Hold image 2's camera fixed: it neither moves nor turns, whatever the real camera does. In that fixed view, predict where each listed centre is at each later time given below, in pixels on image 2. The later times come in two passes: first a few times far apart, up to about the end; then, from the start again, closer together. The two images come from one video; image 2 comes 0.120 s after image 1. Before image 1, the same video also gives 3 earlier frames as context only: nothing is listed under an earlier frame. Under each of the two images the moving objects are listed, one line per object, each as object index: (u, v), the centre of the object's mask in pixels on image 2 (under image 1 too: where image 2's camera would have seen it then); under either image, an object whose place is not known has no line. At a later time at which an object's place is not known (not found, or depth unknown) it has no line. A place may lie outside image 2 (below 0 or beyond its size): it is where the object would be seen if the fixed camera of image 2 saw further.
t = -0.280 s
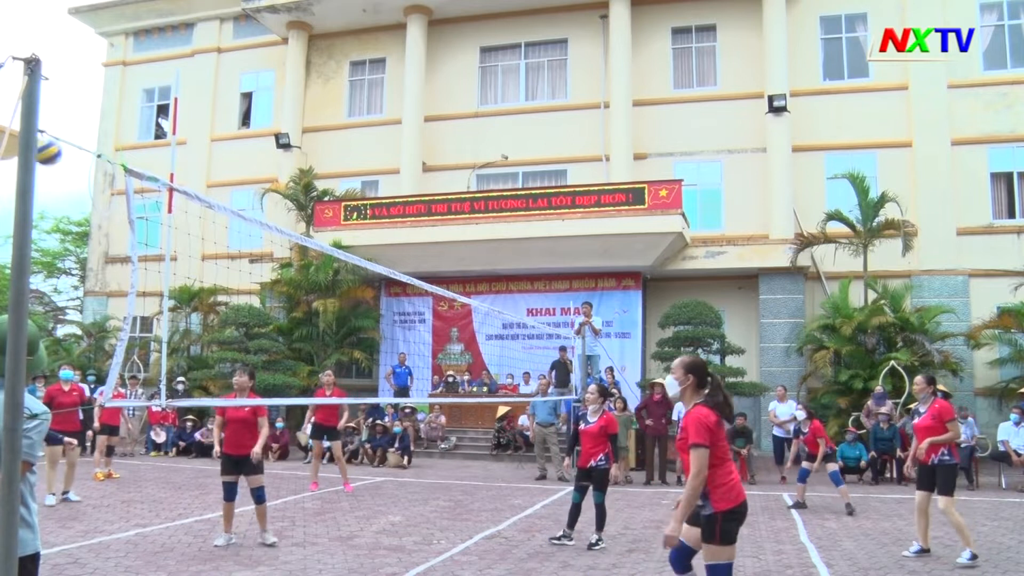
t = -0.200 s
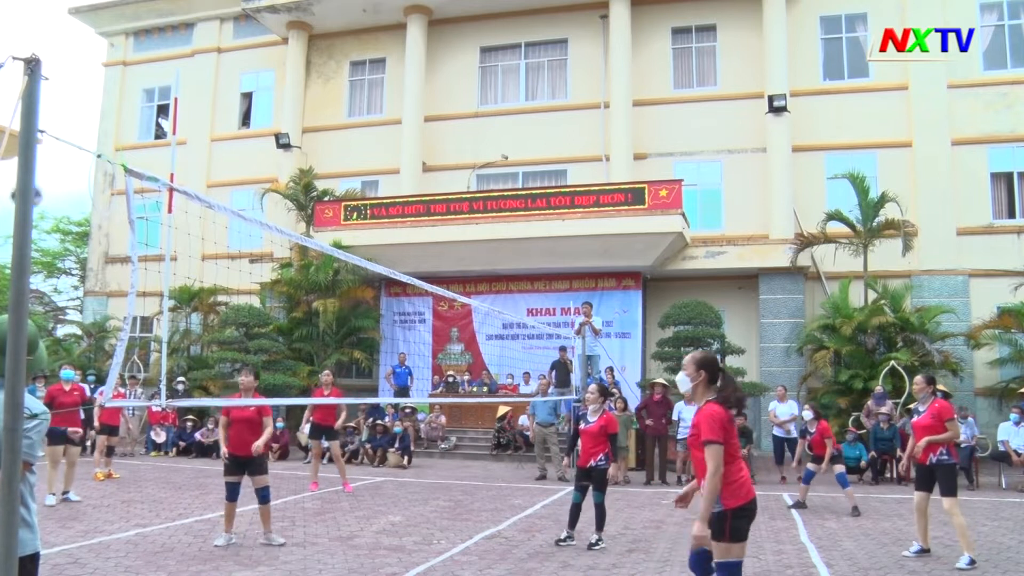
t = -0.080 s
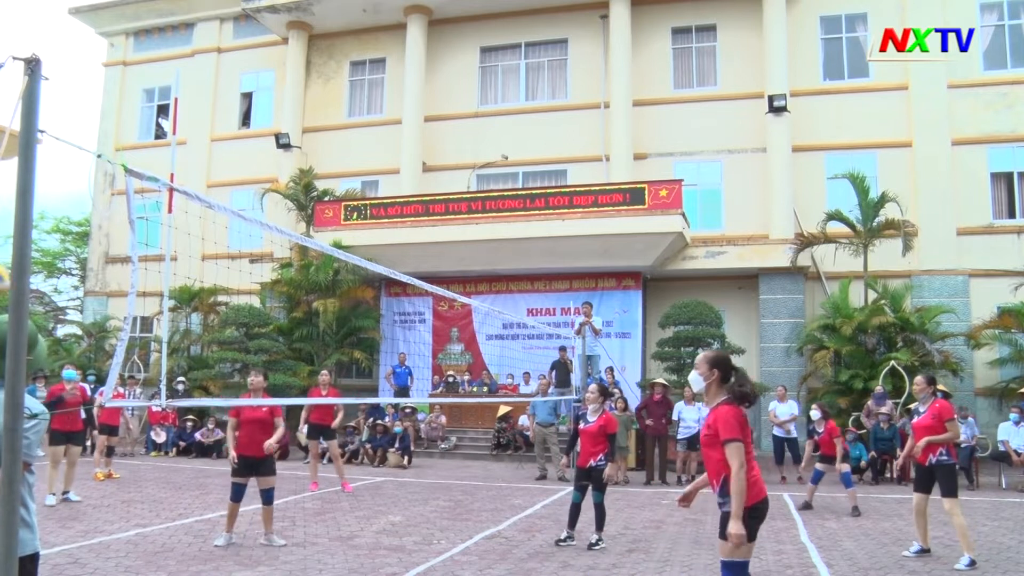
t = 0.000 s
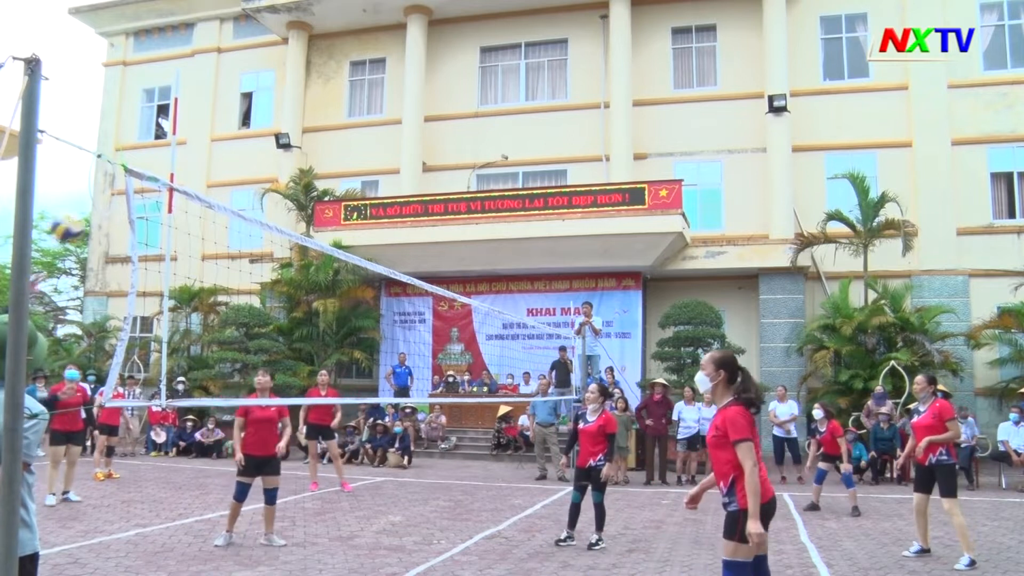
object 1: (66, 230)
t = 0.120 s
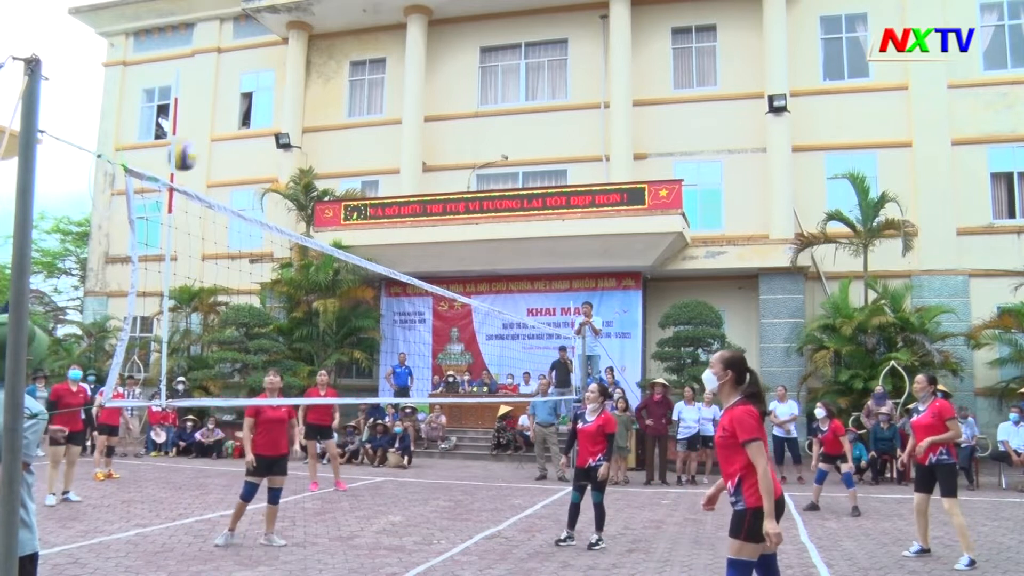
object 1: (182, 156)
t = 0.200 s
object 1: (257, 121)
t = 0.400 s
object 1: (463, 70)
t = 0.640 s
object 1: (724, 99)
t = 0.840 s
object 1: (951, 202)
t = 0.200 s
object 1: (257, 121)
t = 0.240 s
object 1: (300, 106)
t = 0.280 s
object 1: (340, 93)
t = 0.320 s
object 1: (381, 83)
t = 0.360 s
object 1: (424, 75)
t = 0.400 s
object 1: (463, 70)
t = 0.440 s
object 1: (507, 67)
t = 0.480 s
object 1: (548, 68)
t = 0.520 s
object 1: (593, 74)
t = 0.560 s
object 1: (636, 78)
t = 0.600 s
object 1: (682, 87)
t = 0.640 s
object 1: (724, 99)
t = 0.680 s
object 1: (768, 112)
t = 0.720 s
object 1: (813, 133)
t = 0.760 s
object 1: (858, 152)
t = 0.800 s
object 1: (906, 176)
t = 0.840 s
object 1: (951, 202)
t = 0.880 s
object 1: (1000, 232)
